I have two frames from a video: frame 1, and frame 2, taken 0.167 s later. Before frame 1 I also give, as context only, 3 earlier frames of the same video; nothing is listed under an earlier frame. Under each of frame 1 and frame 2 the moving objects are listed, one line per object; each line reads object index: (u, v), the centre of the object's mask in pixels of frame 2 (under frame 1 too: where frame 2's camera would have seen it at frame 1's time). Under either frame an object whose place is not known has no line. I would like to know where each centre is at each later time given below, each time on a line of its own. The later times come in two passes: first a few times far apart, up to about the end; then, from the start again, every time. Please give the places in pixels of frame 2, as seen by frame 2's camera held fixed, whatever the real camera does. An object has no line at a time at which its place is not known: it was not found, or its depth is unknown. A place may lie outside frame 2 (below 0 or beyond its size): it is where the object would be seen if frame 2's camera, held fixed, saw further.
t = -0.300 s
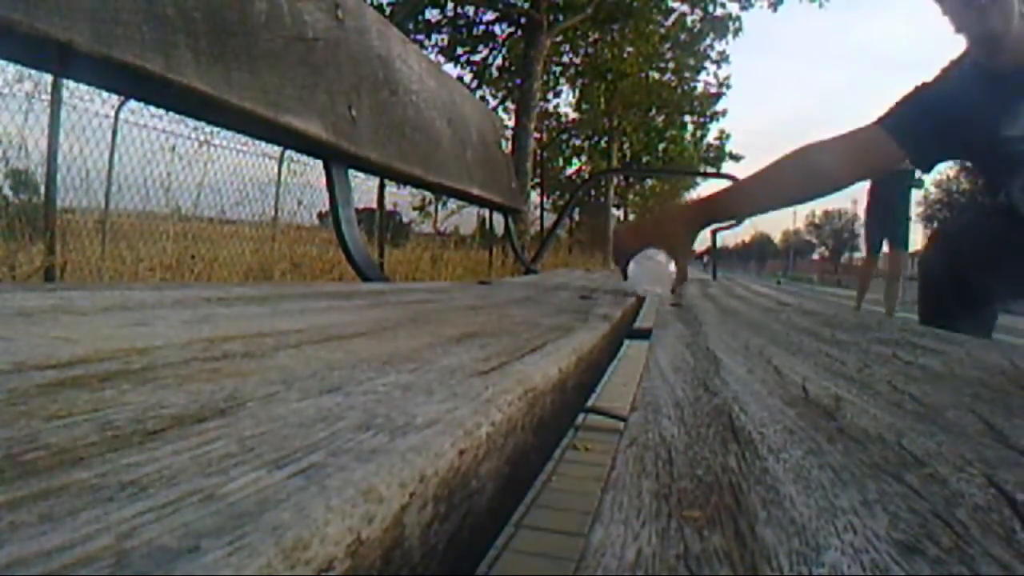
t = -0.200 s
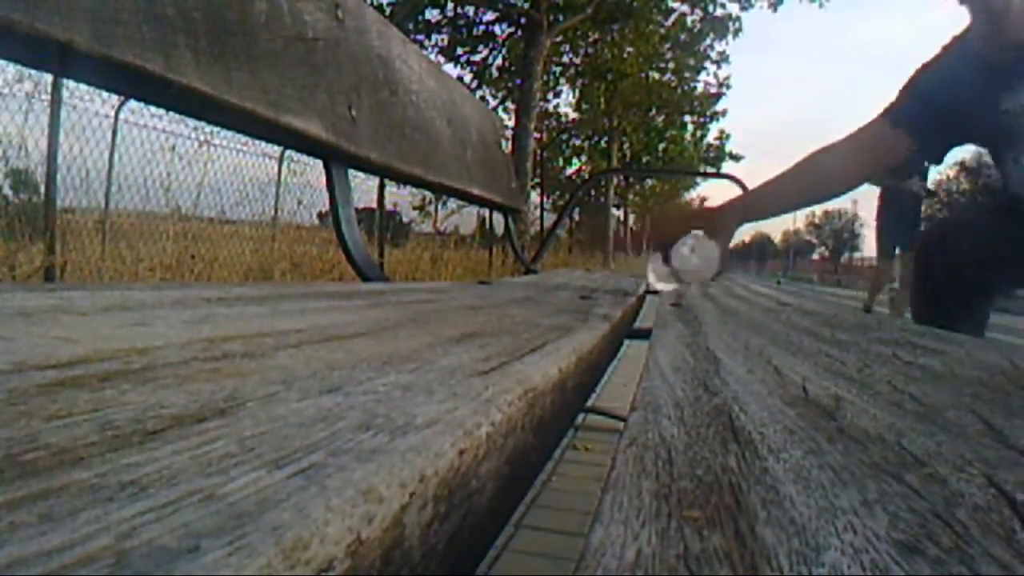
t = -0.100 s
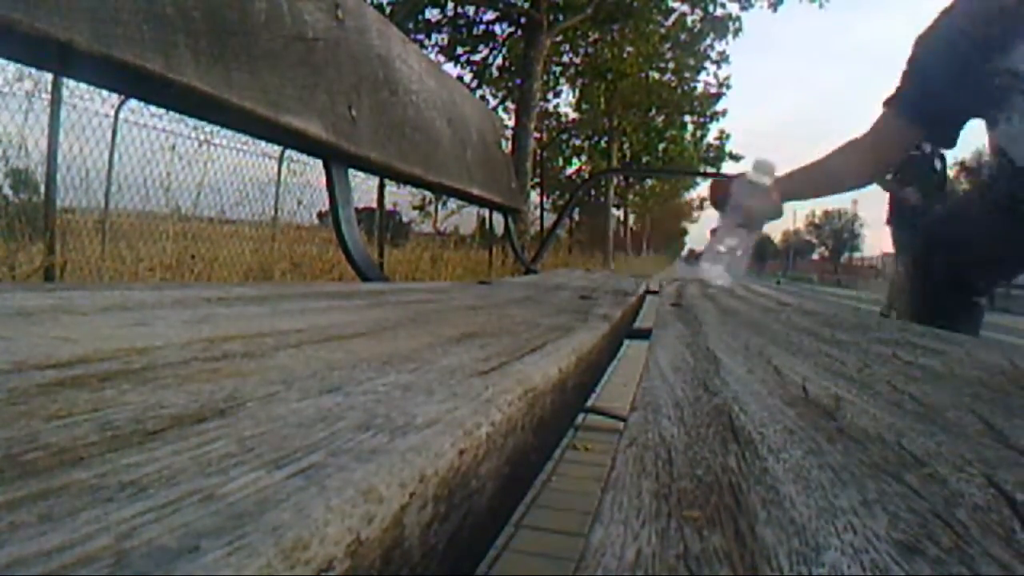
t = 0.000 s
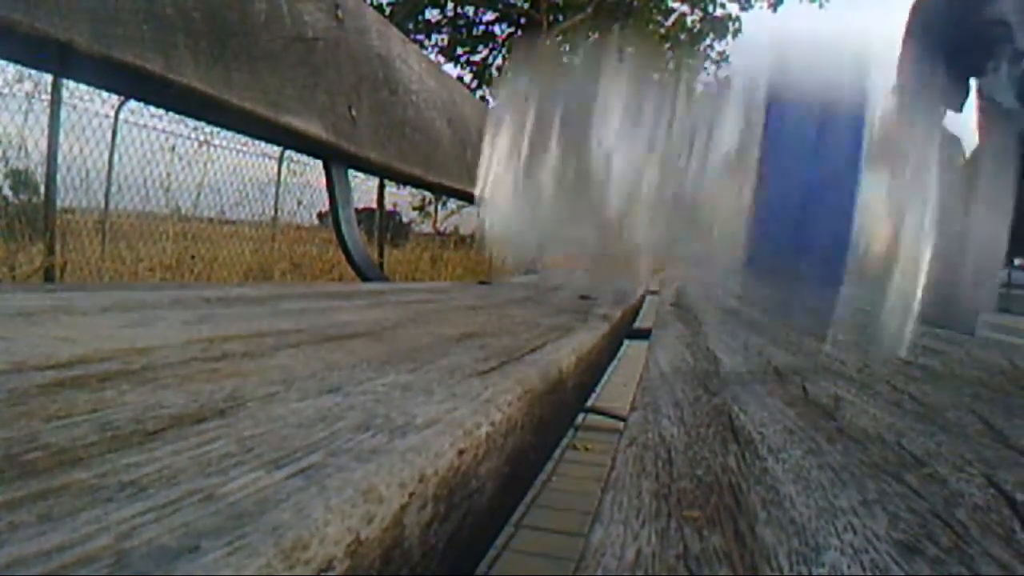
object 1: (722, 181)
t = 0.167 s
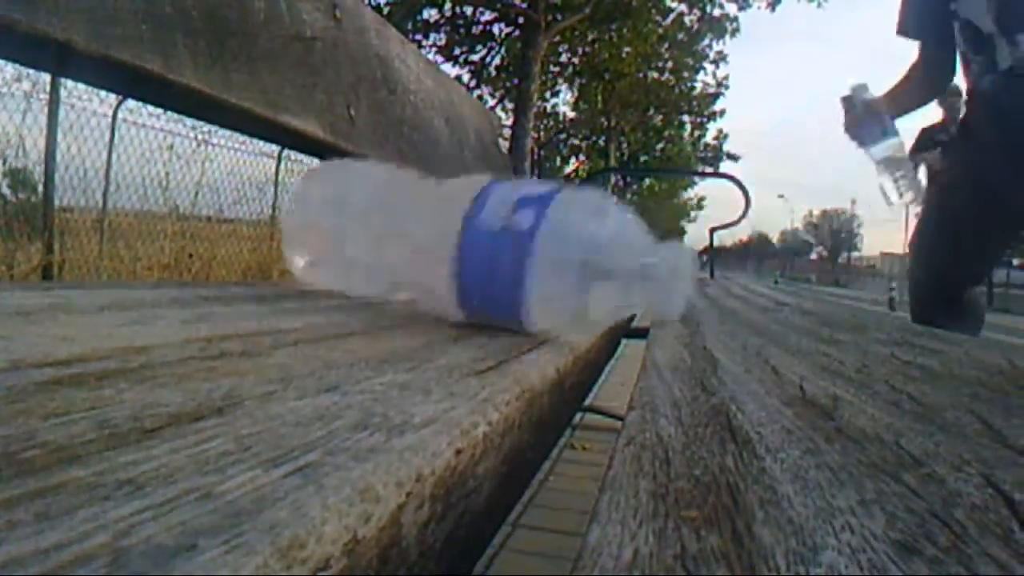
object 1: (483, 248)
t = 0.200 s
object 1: (456, 247)
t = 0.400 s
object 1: (404, 243)
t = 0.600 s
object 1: (415, 245)
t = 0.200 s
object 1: (456, 247)
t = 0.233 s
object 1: (437, 248)
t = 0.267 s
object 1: (424, 246)
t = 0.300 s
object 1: (415, 246)
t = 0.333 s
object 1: (411, 245)
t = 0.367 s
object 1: (405, 244)
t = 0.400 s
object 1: (404, 243)
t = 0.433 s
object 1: (402, 244)
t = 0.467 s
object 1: (406, 243)
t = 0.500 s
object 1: (405, 245)
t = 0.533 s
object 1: (409, 244)
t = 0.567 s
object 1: (410, 245)
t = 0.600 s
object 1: (415, 245)
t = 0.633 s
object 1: (421, 246)
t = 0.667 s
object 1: (427, 247)
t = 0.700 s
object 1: (434, 247)
